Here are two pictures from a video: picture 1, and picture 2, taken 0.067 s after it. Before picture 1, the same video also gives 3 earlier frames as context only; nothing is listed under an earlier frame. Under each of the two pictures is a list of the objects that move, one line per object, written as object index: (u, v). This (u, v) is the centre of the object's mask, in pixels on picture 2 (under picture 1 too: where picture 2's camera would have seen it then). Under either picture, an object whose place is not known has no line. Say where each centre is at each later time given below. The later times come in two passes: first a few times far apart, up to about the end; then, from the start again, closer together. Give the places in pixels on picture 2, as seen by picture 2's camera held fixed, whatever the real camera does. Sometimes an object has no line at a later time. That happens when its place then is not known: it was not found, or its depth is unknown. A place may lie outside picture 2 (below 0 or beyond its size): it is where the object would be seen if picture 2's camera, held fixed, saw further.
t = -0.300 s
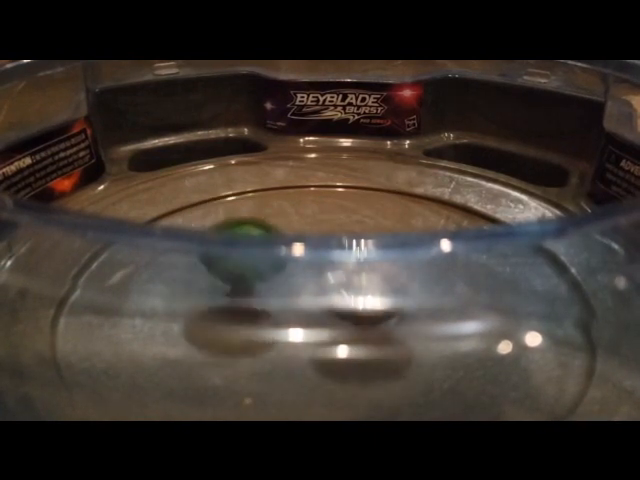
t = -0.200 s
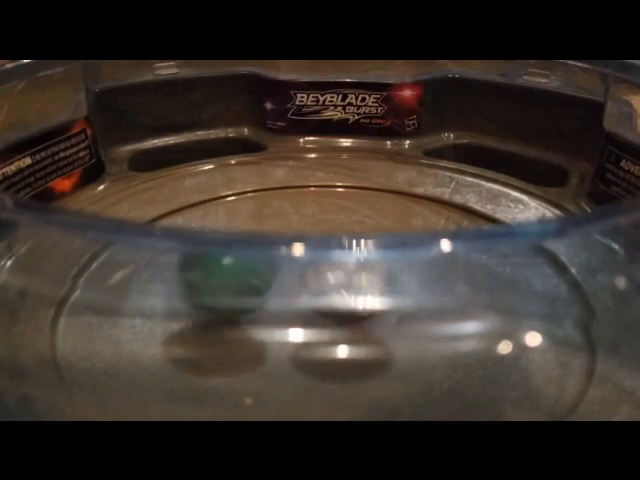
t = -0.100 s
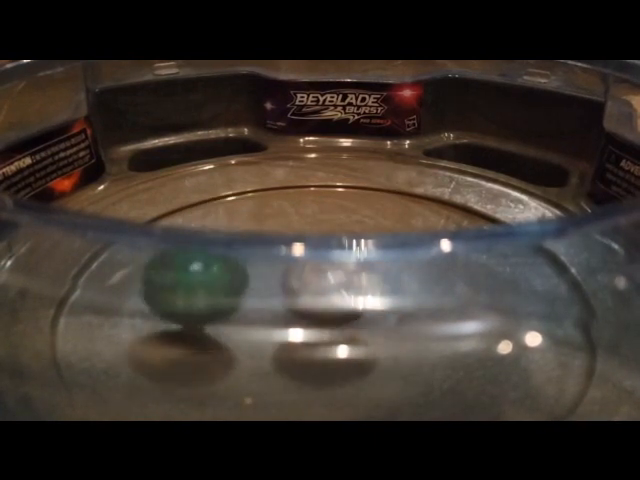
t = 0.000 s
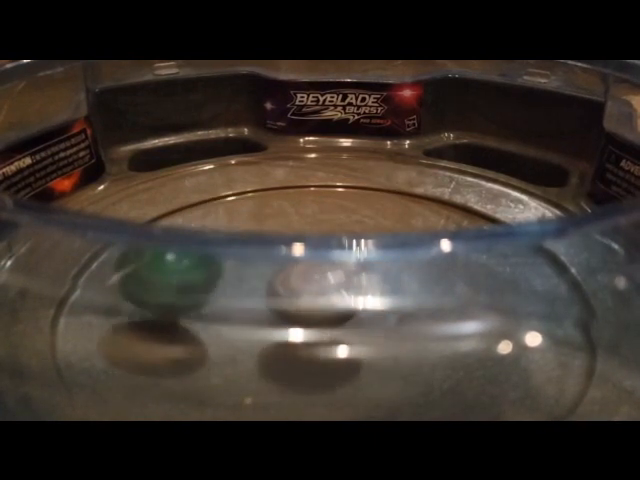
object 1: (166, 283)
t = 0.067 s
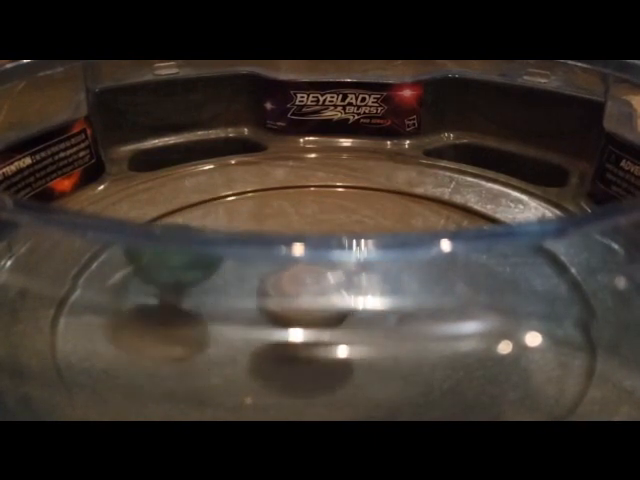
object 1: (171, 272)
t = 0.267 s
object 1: (323, 230)
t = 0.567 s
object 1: (467, 388)
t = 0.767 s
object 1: (128, 363)
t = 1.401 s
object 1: (318, 401)
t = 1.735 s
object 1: (372, 165)
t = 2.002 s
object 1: (281, 398)
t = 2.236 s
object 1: (200, 176)
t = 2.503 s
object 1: (582, 314)
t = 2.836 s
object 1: (140, 199)
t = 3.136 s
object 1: (558, 258)
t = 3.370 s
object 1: (166, 389)
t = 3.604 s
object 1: (179, 190)
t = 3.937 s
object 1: (559, 260)
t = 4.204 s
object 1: (171, 388)
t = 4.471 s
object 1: (222, 190)
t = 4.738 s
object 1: (510, 215)
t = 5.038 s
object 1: (262, 391)
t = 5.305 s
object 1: (181, 211)
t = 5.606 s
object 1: (475, 213)
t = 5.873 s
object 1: (349, 383)
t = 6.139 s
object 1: (166, 262)
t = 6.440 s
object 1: (417, 216)
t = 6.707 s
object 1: (335, 364)
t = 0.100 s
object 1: (188, 257)
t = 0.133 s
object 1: (209, 237)
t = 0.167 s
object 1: (235, 236)
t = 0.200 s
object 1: (266, 225)
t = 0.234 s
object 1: (297, 226)
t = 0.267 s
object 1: (323, 230)
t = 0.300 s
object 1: (353, 231)
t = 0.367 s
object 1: (425, 288)
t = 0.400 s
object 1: (442, 291)
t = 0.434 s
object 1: (467, 323)
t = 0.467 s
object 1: (482, 344)
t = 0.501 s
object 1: (490, 363)
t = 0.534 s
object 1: (487, 378)
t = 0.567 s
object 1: (467, 388)
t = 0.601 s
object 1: (429, 394)
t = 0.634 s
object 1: (379, 397)
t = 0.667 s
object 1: (315, 396)
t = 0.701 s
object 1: (242, 392)
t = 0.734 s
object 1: (183, 386)
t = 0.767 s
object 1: (128, 363)
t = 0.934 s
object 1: (120, 206)
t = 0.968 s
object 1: (148, 196)
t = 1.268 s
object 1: (562, 259)
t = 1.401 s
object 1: (318, 401)
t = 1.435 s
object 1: (190, 393)
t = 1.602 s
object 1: (144, 198)
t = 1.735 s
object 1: (372, 165)
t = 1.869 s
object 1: (557, 273)
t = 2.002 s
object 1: (281, 398)
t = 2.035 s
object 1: (177, 391)
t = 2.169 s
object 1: (107, 207)
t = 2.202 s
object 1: (148, 195)
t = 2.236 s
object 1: (200, 176)
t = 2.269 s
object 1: (257, 169)
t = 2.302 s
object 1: (317, 171)
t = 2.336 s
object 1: (378, 168)
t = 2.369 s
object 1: (439, 173)
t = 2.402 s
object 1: (490, 195)
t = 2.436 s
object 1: (535, 209)
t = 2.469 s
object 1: (560, 263)
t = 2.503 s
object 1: (582, 314)
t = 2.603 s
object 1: (362, 394)
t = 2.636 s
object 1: (255, 397)
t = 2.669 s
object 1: (161, 388)
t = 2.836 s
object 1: (140, 199)
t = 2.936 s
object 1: (290, 164)
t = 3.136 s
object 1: (558, 258)
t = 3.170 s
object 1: (571, 289)
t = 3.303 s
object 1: (363, 400)
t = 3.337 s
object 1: (255, 397)
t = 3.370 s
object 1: (166, 389)
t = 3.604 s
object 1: (179, 190)
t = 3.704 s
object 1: (306, 173)
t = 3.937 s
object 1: (559, 260)
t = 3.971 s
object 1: (574, 288)
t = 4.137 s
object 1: (334, 400)
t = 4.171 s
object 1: (249, 397)
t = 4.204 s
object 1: (171, 388)
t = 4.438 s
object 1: (184, 196)
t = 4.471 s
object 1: (222, 190)
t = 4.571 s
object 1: (338, 185)
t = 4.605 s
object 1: (376, 189)
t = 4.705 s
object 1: (484, 207)
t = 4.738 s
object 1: (510, 215)
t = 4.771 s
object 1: (542, 263)
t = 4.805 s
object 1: (551, 286)
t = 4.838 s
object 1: (562, 310)
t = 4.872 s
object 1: (552, 340)
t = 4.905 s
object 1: (519, 375)
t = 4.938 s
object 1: (465, 387)
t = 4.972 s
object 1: (403, 394)
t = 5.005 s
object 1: (327, 396)
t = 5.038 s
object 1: (262, 391)
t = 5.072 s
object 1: (200, 386)
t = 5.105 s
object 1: (154, 372)
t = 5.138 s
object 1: (124, 346)
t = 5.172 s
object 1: (114, 312)
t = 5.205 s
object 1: (116, 286)
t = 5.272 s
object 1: (145, 256)
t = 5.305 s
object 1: (181, 211)
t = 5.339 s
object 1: (210, 205)
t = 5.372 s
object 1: (244, 198)
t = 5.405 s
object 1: (278, 197)
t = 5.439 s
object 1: (312, 196)
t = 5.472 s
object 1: (345, 196)
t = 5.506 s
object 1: (381, 198)
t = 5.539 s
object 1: (415, 200)
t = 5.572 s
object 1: (447, 206)
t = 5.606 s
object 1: (475, 213)
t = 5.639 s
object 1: (491, 220)
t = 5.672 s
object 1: (523, 262)
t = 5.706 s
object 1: (526, 286)
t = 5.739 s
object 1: (523, 305)
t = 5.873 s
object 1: (349, 383)
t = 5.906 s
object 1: (298, 381)
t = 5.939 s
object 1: (241, 375)
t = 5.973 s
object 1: (201, 358)
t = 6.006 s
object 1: (172, 339)
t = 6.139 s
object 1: (166, 262)
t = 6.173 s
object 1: (188, 230)
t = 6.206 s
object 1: (215, 211)
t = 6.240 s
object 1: (244, 206)
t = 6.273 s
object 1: (274, 203)
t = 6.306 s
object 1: (303, 203)
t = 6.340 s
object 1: (334, 204)
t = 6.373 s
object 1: (366, 207)
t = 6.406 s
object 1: (392, 211)
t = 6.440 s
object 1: (417, 216)
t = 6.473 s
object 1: (437, 223)
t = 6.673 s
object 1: (385, 358)
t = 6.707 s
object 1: (335, 364)
